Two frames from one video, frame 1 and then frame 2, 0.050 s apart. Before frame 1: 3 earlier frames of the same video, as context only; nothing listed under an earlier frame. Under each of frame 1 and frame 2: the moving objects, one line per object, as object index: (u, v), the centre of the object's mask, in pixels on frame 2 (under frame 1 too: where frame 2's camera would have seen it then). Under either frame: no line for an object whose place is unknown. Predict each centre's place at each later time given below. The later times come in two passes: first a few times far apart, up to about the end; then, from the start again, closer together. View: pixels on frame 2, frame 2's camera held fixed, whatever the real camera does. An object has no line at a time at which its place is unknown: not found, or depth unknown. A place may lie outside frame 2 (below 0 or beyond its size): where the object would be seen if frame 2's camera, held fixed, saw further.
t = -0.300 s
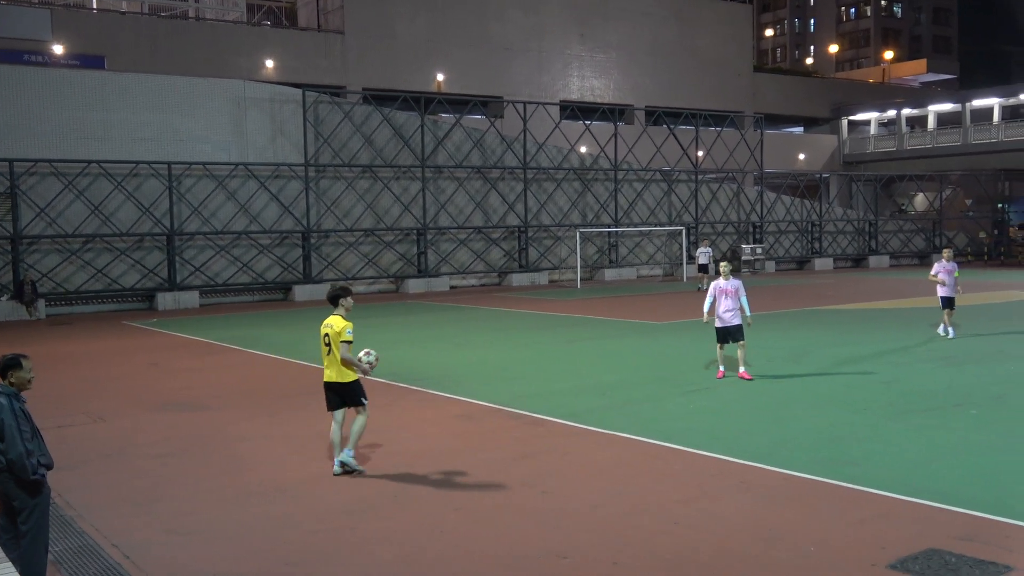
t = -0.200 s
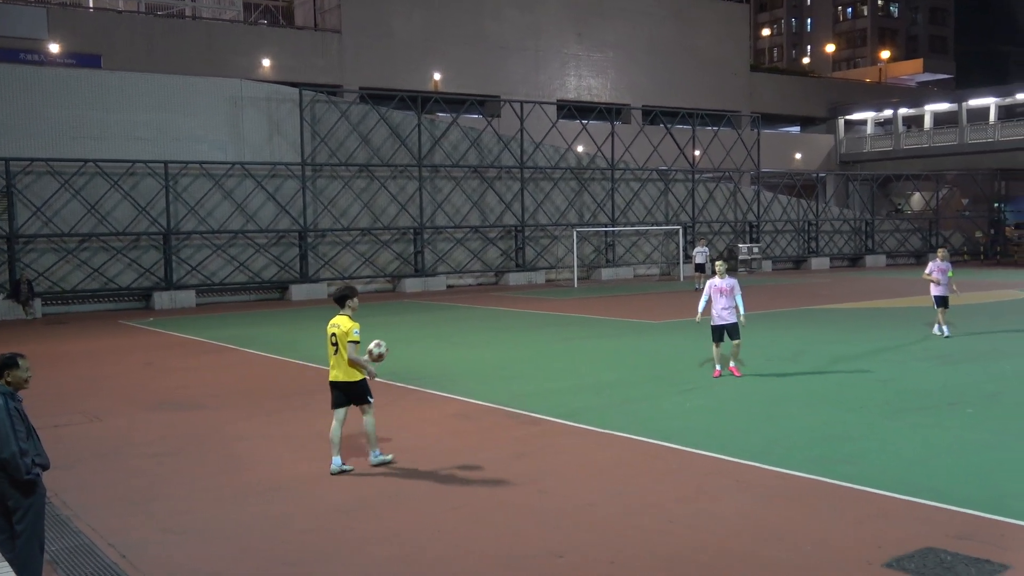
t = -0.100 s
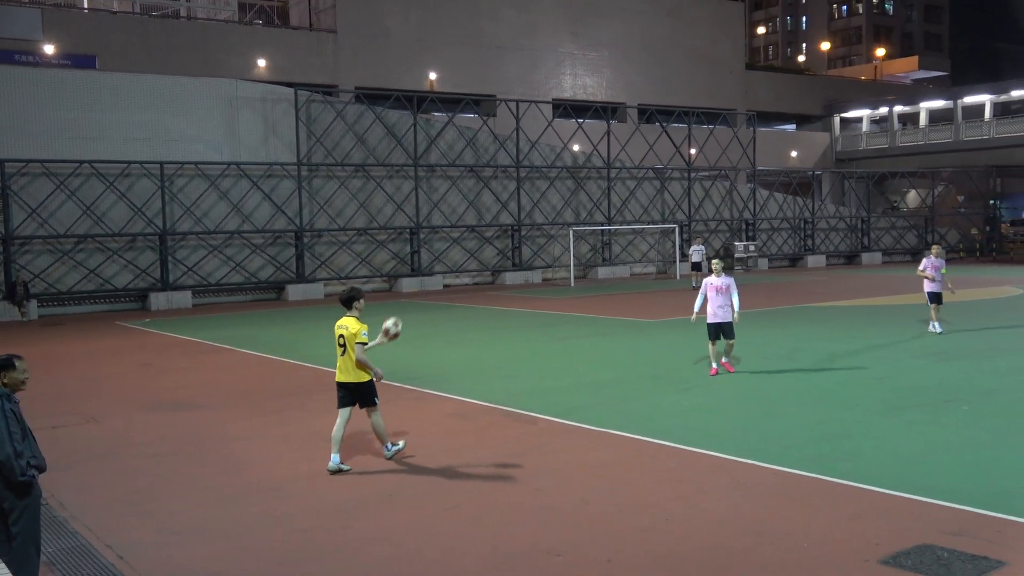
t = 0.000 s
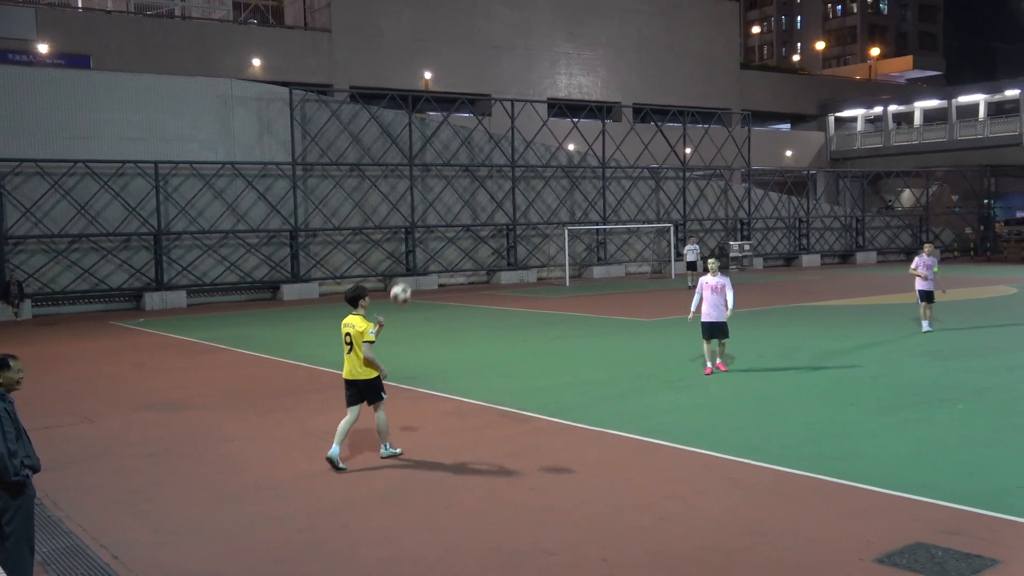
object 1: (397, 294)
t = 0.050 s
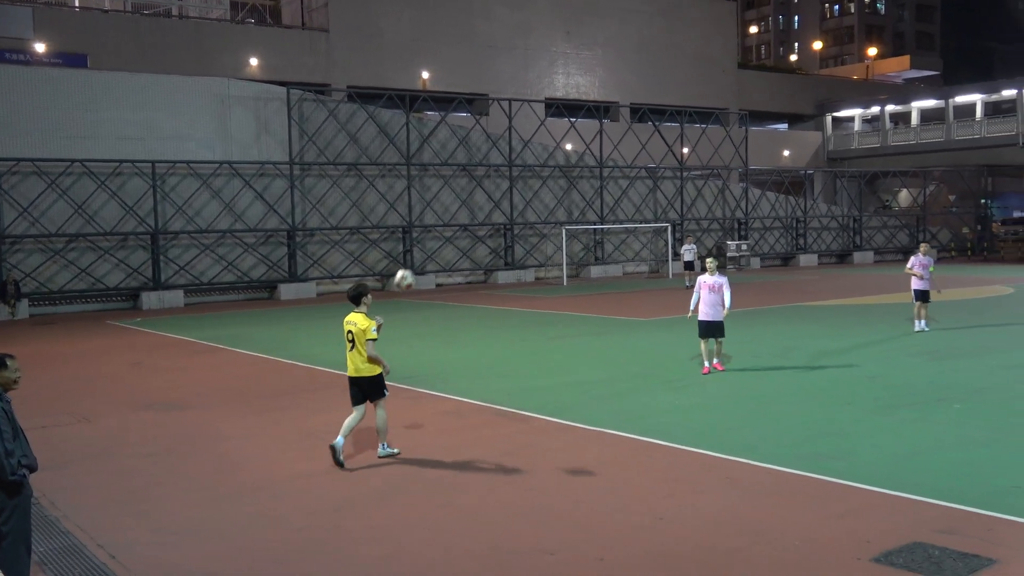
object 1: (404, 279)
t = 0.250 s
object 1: (432, 246)
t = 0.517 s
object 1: (473, 264)
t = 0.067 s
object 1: (406, 274)
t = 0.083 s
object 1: (410, 271)
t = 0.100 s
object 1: (411, 267)
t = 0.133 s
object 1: (416, 260)
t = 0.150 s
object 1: (419, 258)
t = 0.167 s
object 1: (421, 255)
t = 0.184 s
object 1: (423, 253)
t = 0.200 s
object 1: (425, 251)
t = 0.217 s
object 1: (426, 249)
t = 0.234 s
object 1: (430, 248)
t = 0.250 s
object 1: (432, 246)
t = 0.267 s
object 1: (434, 245)
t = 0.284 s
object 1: (436, 244)
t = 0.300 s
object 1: (439, 244)
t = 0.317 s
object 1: (441, 243)
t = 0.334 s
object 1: (444, 243)
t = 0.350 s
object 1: (446, 243)
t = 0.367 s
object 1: (449, 244)
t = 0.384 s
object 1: (452, 246)
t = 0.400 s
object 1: (454, 246)
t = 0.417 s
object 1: (456, 248)
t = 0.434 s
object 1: (459, 250)
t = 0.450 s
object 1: (462, 252)
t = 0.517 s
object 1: (473, 264)
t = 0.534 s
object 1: (475, 267)
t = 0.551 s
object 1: (479, 272)
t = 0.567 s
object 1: (482, 275)
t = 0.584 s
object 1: (484, 280)
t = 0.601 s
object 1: (487, 284)
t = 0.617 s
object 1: (490, 289)
